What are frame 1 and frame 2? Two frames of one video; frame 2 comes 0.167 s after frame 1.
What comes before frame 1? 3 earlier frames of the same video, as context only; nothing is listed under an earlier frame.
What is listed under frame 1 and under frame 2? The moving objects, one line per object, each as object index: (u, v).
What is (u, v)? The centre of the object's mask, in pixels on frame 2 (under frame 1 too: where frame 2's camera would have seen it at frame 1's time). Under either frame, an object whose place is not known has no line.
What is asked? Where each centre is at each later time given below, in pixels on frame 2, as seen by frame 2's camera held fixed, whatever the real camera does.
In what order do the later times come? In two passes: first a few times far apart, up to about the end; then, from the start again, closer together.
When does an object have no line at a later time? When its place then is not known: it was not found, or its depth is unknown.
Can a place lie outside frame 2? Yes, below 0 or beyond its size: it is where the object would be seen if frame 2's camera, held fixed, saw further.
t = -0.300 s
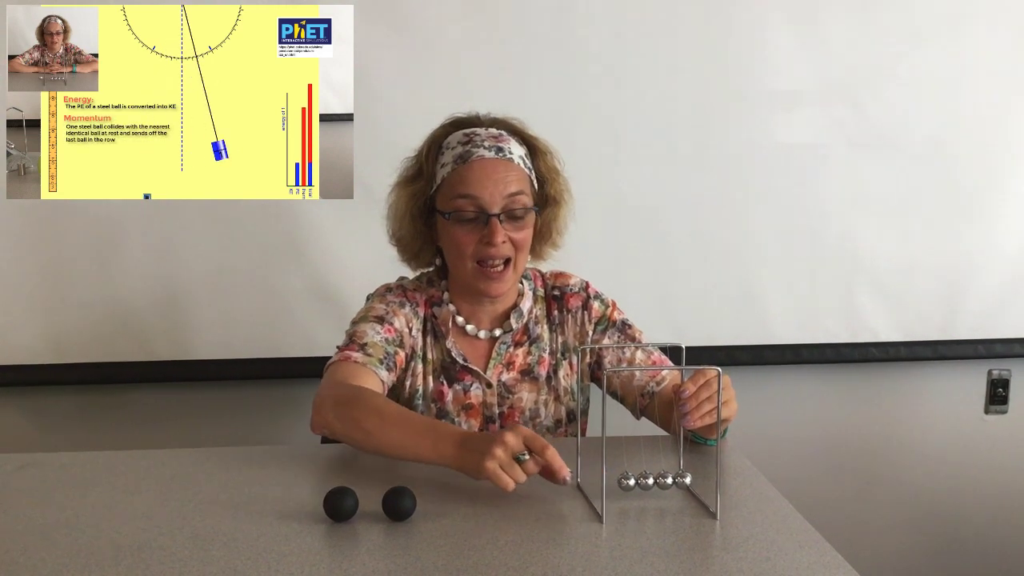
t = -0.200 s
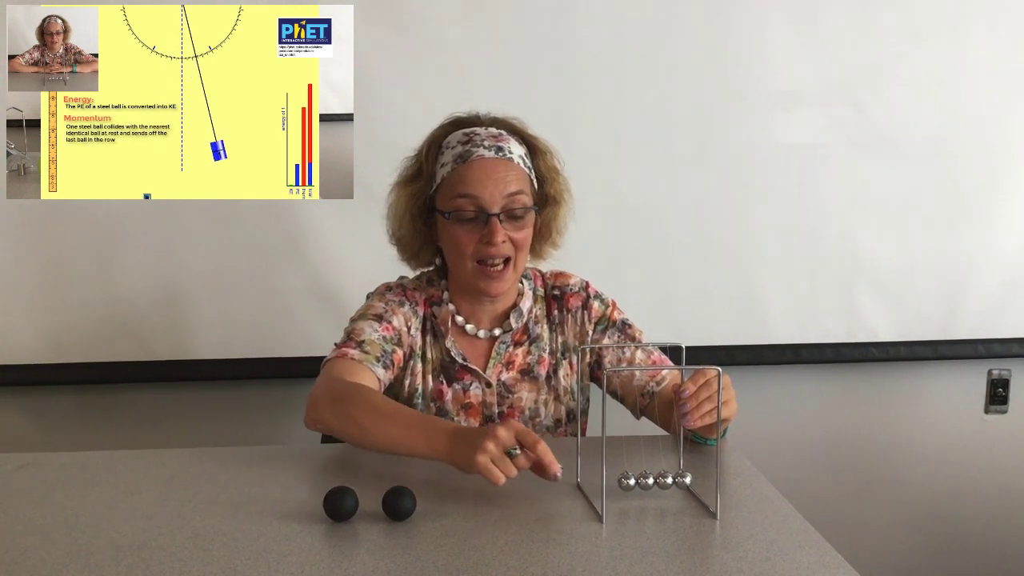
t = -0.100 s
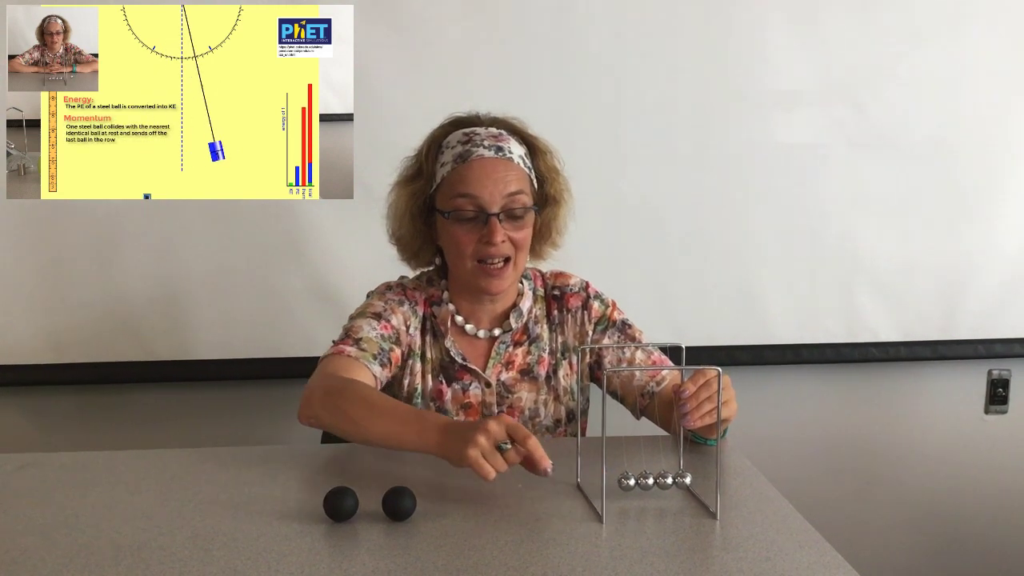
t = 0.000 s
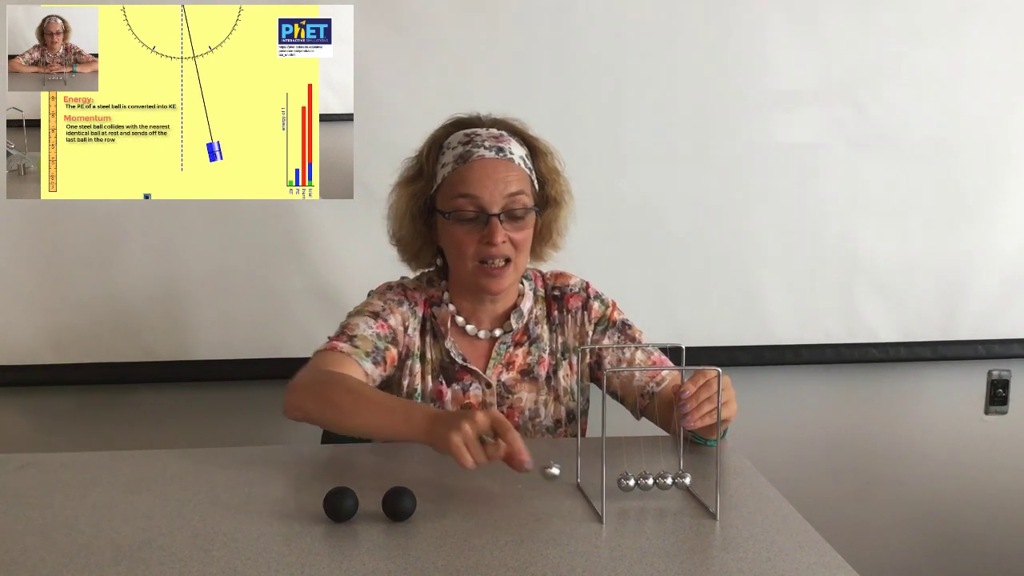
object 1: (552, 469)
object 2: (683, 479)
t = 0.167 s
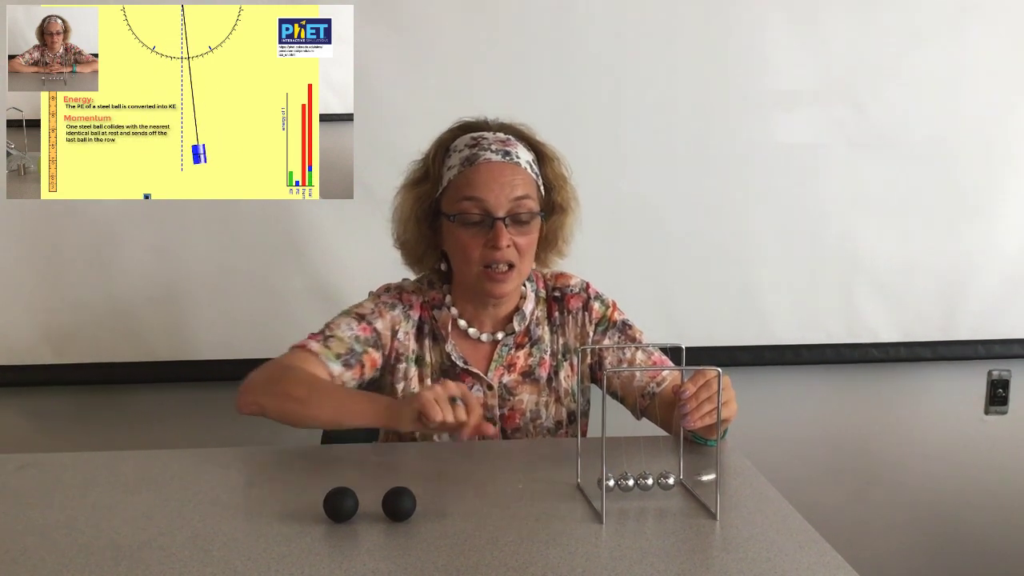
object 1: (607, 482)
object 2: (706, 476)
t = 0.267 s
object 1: (605, 482)
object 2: (740, 462)
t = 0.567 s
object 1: (582, 480)
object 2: (684, 480)
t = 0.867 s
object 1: (593, 479)
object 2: (682, 479)
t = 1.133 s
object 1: (605, 482)
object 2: (742, 463)
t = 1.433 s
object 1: (552, 469)
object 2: (687, 479)
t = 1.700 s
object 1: (606, 482)
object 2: (697, 477)
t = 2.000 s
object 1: (611, 482)
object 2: (715, 474)
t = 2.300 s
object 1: (553, 469)
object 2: (684, 480)
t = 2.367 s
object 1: (571, 476)
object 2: (682, 479)
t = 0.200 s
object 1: (606, 482)
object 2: (721, 471)
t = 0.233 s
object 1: (605, 482)
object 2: (732, 466)
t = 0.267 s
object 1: (605, 482)
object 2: (740, 462)
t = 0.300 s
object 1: (604, 482)
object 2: (745, 460)
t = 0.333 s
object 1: (605, 482)
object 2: (745, 459)
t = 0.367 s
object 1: (605, 482)
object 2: (742, 461)
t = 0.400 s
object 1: (606, 482)
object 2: (735, 466)
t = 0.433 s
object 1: (607, 482)
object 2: (727, 473)
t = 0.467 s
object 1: (608, 482)
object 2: (706, 479)
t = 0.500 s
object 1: (610, 482)
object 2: (694, 480)
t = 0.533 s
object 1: (599, 481)
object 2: (684, 480)
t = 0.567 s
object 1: (582, 480)
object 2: (684, 480)
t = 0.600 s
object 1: (568, 475)
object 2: (685, 479)
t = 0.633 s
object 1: (557, 471)
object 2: (685, 479)
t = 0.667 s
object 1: (548, 467)
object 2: (686, 479)
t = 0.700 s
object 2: (686, 479)
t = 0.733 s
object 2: (685, 479)
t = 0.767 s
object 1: (551, 469)
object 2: (685, 479)
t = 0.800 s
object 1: (561, 472)
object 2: (684, 479)
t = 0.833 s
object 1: (575, 477)
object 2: (683, 479)
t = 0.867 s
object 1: (593, 479)
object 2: (682, 479)
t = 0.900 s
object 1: (607, 481)
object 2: (684, 479)
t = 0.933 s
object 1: (606, 482)
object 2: (701, 477)
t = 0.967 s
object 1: (605, 482)
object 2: (715, 474)
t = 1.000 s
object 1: (605, 482)
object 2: (729, 470)
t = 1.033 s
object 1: (602, 482)
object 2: (738, 464)
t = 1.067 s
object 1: (602, 482)
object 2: (743, 462)
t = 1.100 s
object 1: (602, 482)
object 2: (744, 462)
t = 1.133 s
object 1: (605, 482)
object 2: (742, 463)
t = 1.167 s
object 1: (605, 482)
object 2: (736, 465)
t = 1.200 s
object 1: (607, 482)
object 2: (729, 472)
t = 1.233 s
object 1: (610, 482)
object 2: (713, 475)
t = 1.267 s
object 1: (610, 482)
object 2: (698, 479)
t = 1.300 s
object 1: (605, 480)
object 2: (685, 479)
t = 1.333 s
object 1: (588, 480)
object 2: (686, 479)
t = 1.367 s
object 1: (572, 477)
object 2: (686, 479)
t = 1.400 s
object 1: (560, 472)
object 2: (687, 479)
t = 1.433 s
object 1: (552, 469)
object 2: (687, 479)
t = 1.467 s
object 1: (547, 467)
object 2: (686, 479)
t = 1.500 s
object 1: (547, 467)
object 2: (686, 479)
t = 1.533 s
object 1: (551, 469)
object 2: (685, 479)
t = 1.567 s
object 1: (560, 472)
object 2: (684, 479)
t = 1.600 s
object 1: (572, 477)
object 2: (683, 479)
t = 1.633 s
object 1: (588, 479)
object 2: (683, 479)
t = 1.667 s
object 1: (605, 478)
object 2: (684, 479)
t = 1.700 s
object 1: (606, 482)
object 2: (697, 477)
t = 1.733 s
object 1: (605, 482)
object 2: (709, 475)
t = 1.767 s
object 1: (605, 482)
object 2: (728, 471)
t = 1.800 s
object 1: (604, 482)
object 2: (734, 466)
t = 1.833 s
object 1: (605, 482)
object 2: (740, 462)
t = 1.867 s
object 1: (605, 482)
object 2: (742, 461)
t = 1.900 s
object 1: (606, 482)
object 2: (741, 462)
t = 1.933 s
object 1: (607, 482)
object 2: (736, 465)
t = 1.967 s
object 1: (608, 482)
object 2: (728, 470)
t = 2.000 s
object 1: (611, 482)
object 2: (715, 474)
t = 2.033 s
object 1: (610, 482)
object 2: (701, 477)
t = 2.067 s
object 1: (607, 482)
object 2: (685, 479)
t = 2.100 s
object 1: (592, 479)
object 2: (685, 480)
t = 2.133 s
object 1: (579, 477)
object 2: (686, 479)
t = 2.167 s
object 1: (565, 474)
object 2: (686, 479)
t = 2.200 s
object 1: (555, 471)
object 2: (686, 479)
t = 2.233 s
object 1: (550, 468)
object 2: (685, 480)
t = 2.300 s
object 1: (553, 469)
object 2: (684, 480)
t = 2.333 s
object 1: (560, 472)
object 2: (683, 479)
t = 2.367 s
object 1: (571, 476)
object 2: (682, 479)
